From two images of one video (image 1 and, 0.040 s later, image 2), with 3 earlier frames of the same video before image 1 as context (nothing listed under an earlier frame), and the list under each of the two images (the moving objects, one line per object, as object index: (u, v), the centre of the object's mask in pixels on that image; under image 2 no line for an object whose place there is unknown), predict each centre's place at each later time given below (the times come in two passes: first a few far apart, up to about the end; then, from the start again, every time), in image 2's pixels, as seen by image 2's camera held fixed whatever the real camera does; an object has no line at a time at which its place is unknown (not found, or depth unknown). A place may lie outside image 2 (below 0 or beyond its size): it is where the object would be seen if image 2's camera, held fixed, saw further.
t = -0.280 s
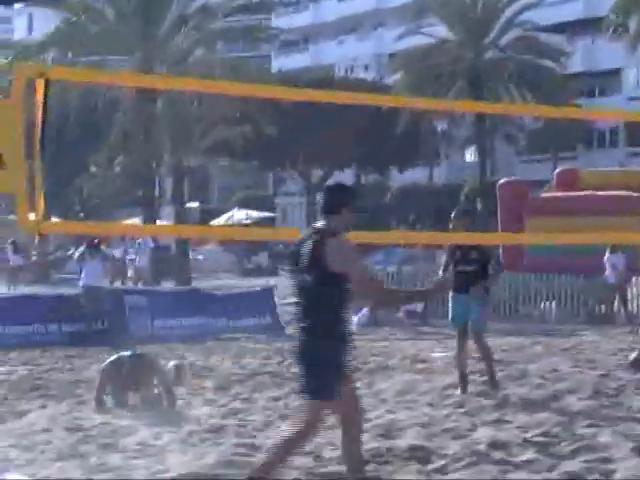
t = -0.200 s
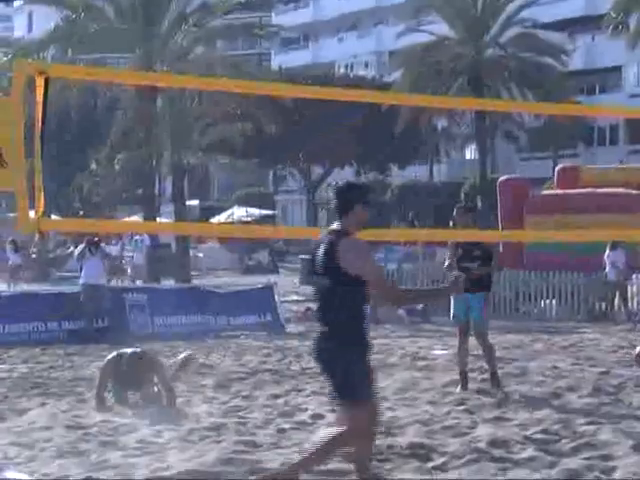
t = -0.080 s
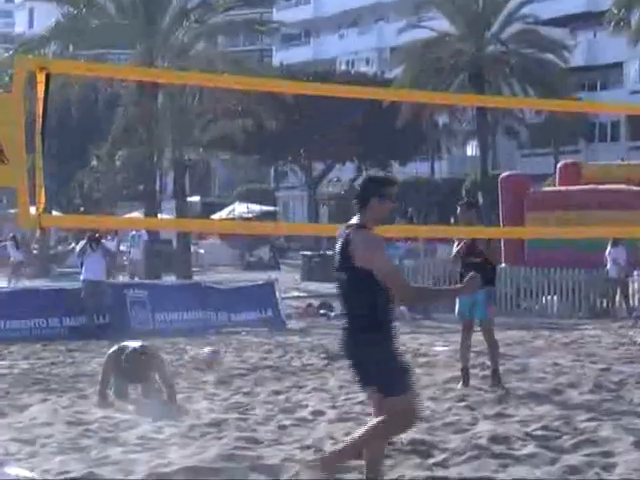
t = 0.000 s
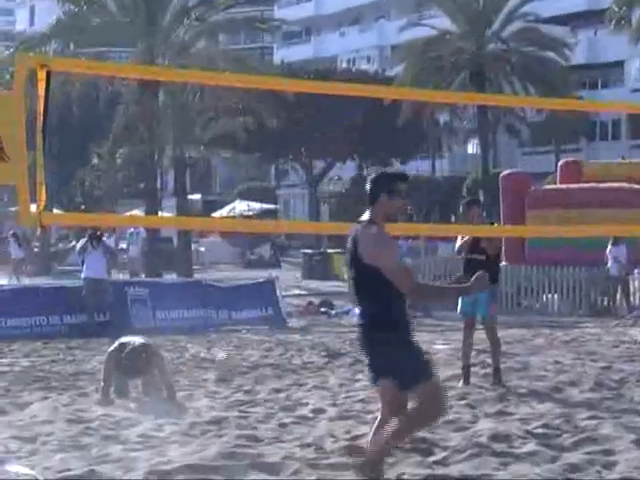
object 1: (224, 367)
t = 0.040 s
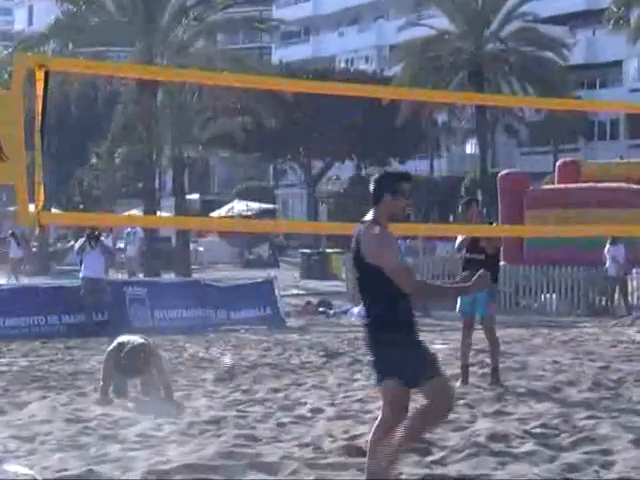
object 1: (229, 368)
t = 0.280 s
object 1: (257, 373)
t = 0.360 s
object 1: (265, 373)
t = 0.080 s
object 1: (237, 376)
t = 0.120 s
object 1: (247, 385)
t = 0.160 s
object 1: (251, 383)
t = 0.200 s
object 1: (252, 378)
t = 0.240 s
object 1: (256, 374)
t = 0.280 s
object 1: (257, 373)
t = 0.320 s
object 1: (260, 372)
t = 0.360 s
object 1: (265, 373)
